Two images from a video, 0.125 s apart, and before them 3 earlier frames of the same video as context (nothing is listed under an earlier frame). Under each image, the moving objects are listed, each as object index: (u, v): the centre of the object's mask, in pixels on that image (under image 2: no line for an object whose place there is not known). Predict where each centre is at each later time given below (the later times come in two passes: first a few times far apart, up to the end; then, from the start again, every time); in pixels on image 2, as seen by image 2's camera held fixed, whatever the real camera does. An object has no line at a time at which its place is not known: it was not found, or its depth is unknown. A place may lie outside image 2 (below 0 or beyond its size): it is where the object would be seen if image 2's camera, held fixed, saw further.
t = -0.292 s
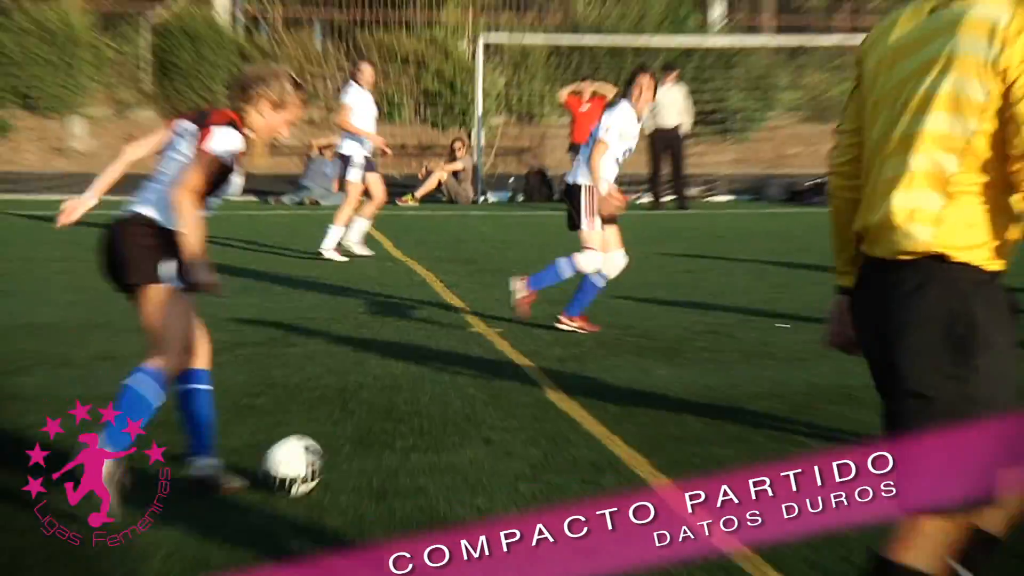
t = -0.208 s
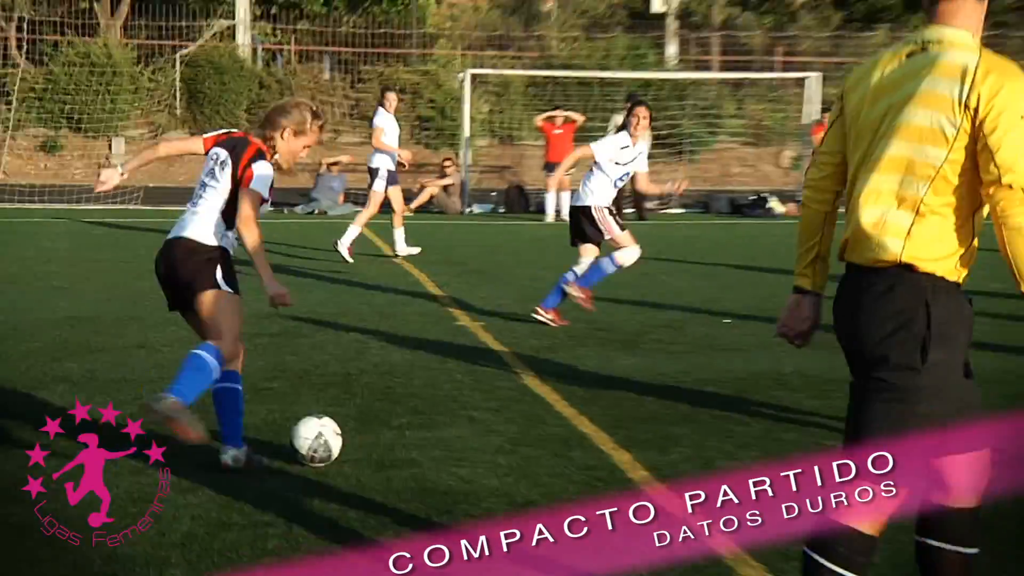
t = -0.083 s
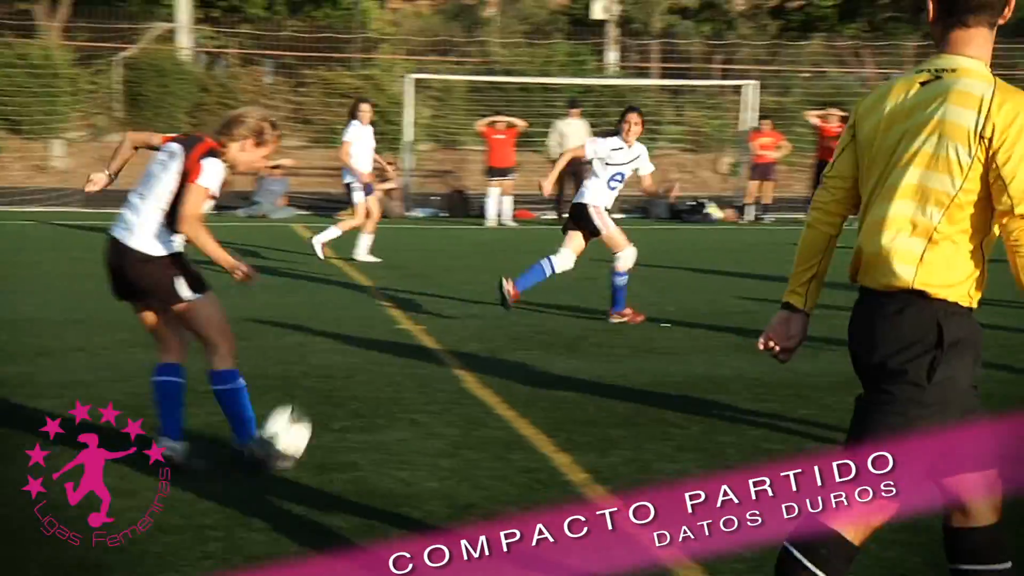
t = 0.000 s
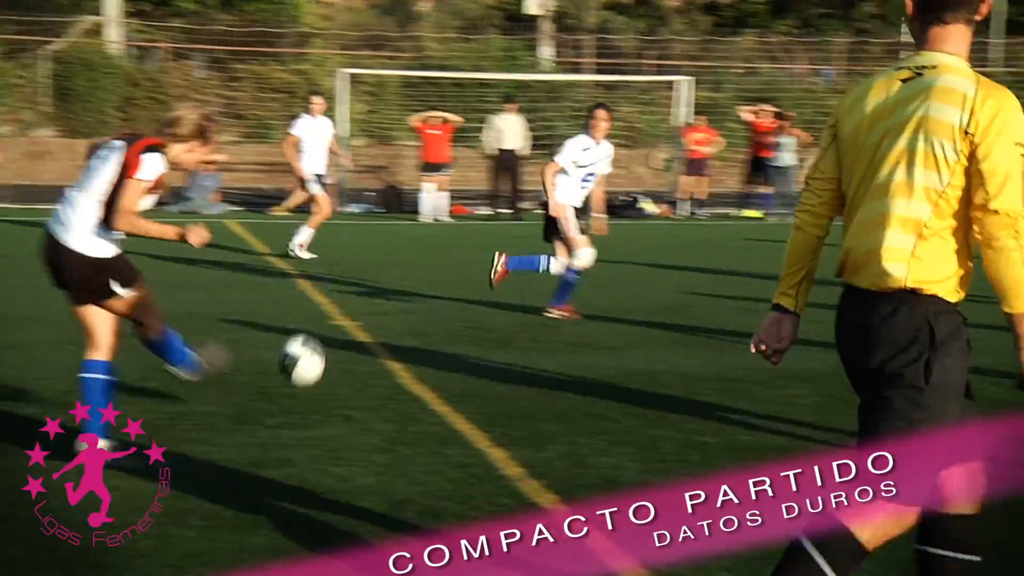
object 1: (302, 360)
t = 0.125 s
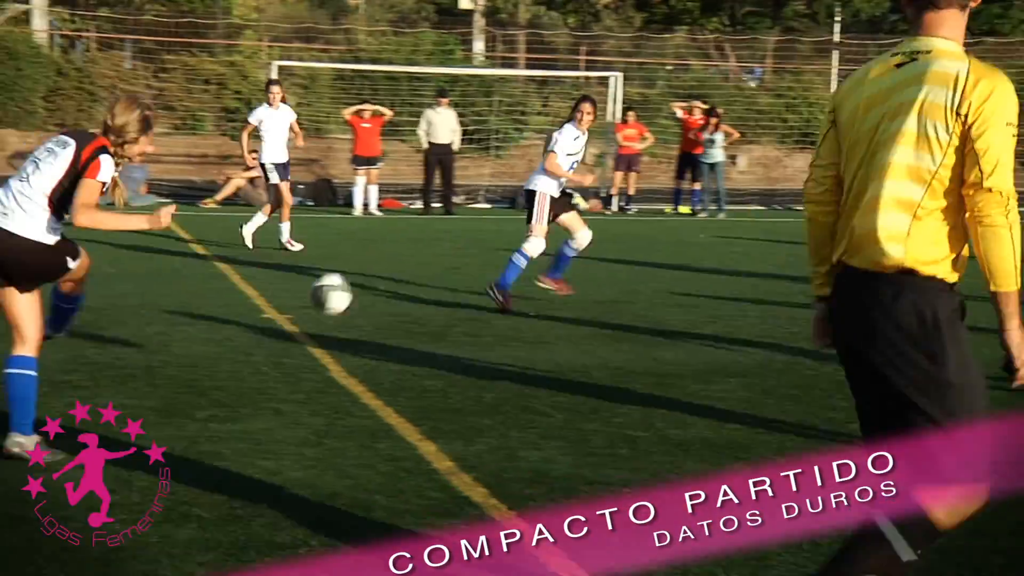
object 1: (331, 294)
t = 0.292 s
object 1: (426, 276)
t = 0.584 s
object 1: (525, 281)
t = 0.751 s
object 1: (558, 277)
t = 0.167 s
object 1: (359, 284)
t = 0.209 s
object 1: (383, 277)
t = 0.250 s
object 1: (405, 275)
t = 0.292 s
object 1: (426, 276)
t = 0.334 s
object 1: (446, 280)
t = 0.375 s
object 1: (464, 285)
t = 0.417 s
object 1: (480, 293)
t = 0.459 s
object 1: (496, 303)
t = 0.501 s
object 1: (506, 299)
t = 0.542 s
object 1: (516, 290)
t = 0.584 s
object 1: (525, 281)
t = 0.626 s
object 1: (535, 276)
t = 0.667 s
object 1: (543, 274)
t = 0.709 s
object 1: (551, 275)
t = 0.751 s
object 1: (558, 277)
